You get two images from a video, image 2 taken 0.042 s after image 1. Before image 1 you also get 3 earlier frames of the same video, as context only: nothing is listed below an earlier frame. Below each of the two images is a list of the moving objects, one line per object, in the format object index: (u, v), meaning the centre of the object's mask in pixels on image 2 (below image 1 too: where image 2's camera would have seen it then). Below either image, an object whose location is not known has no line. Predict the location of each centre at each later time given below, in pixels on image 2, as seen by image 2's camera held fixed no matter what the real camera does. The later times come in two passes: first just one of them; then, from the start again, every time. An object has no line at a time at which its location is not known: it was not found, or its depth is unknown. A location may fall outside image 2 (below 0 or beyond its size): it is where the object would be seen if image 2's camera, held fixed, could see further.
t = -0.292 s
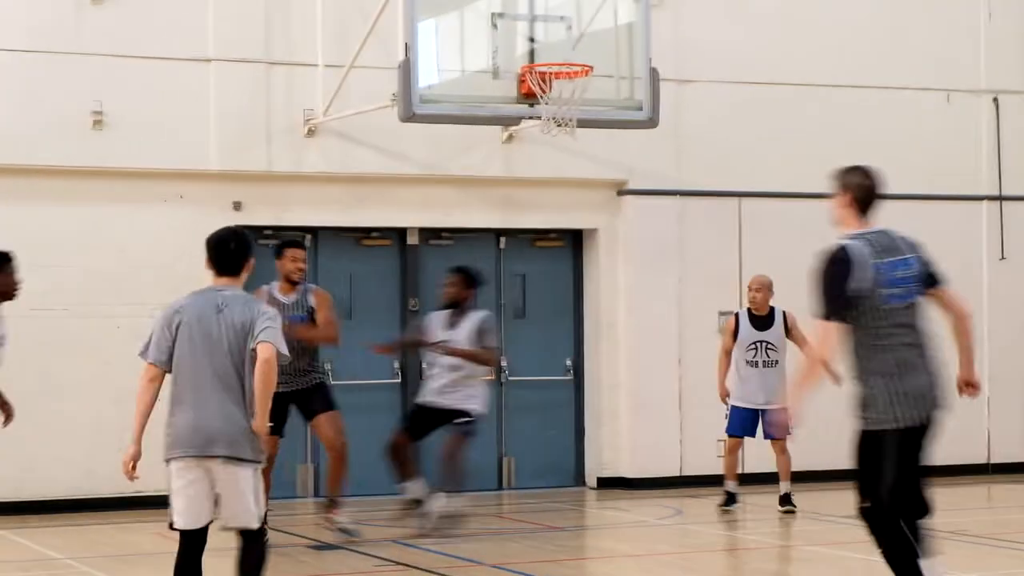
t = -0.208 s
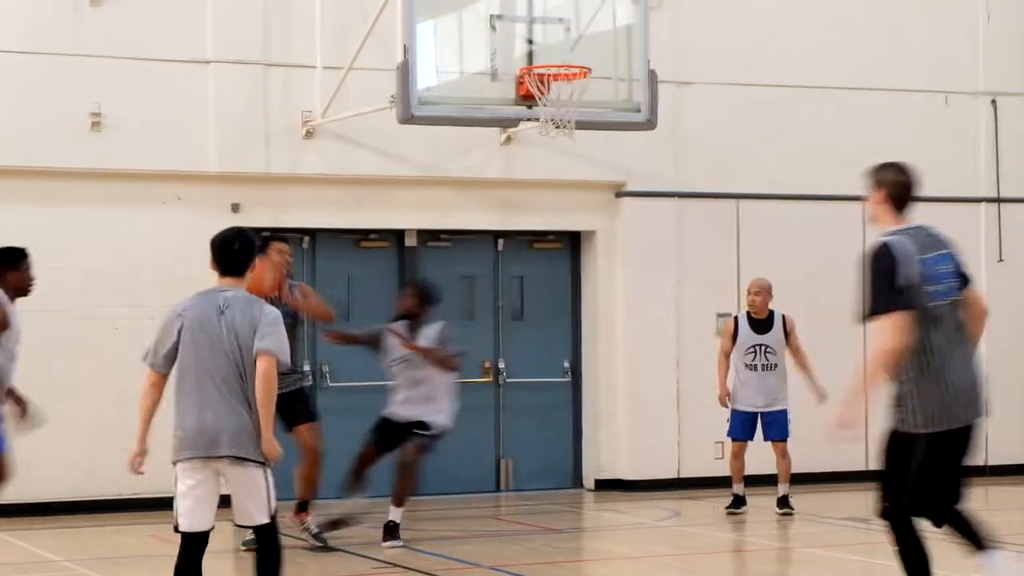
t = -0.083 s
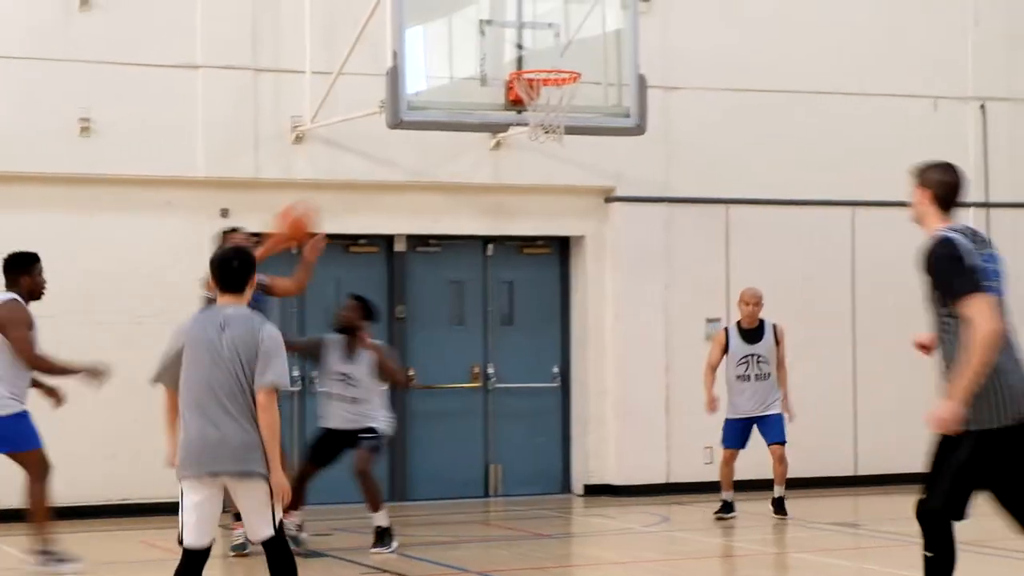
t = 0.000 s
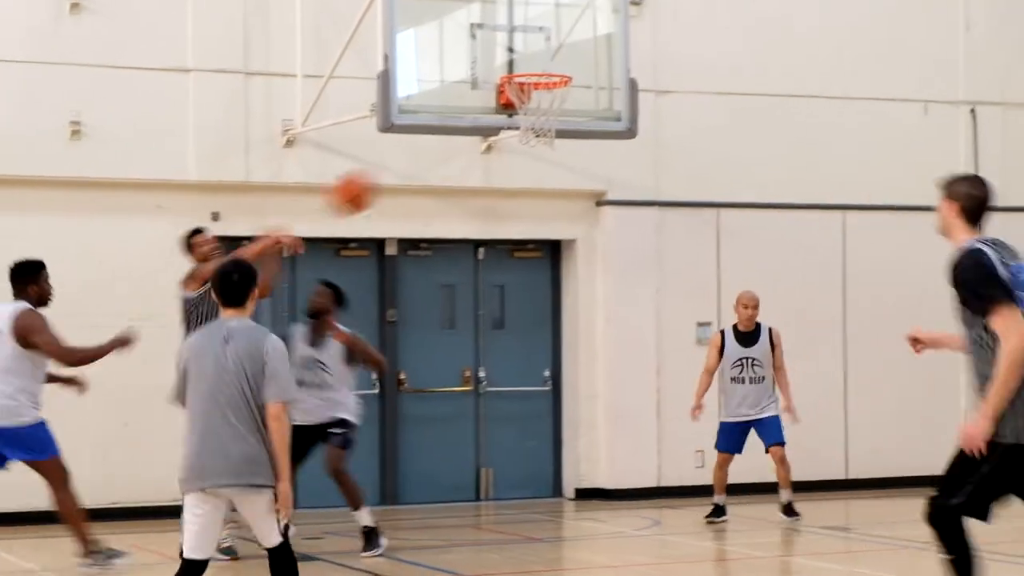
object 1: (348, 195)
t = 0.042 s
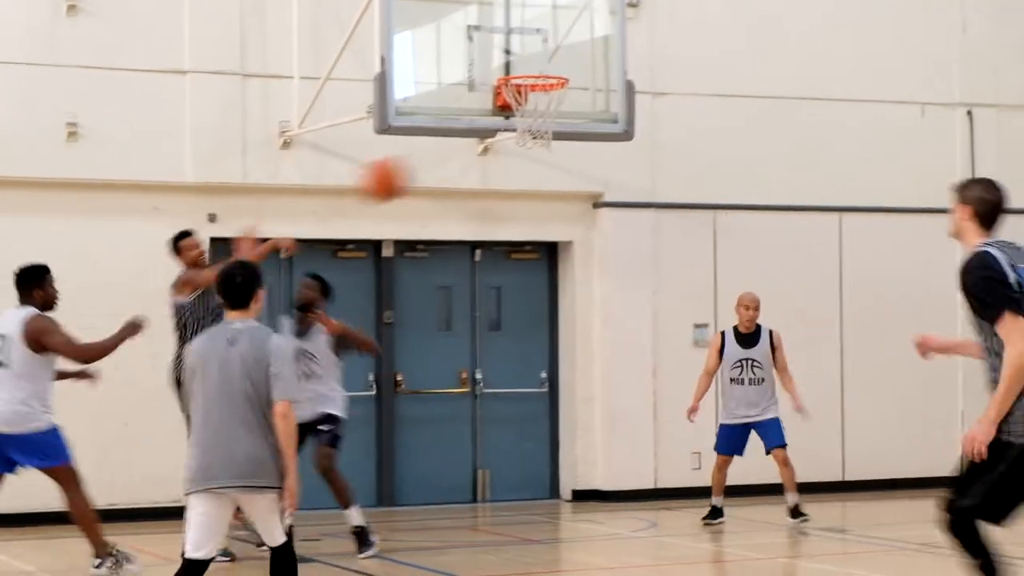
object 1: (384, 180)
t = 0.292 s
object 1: (636, 158)
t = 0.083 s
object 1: (421, 168)
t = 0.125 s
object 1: (462, 160)
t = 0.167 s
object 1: (498, 155)
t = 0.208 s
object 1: (542, 152)
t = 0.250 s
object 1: (589, 154)
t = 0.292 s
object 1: (636, 158)
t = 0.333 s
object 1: (685, 167)
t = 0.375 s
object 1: (737, 180)
